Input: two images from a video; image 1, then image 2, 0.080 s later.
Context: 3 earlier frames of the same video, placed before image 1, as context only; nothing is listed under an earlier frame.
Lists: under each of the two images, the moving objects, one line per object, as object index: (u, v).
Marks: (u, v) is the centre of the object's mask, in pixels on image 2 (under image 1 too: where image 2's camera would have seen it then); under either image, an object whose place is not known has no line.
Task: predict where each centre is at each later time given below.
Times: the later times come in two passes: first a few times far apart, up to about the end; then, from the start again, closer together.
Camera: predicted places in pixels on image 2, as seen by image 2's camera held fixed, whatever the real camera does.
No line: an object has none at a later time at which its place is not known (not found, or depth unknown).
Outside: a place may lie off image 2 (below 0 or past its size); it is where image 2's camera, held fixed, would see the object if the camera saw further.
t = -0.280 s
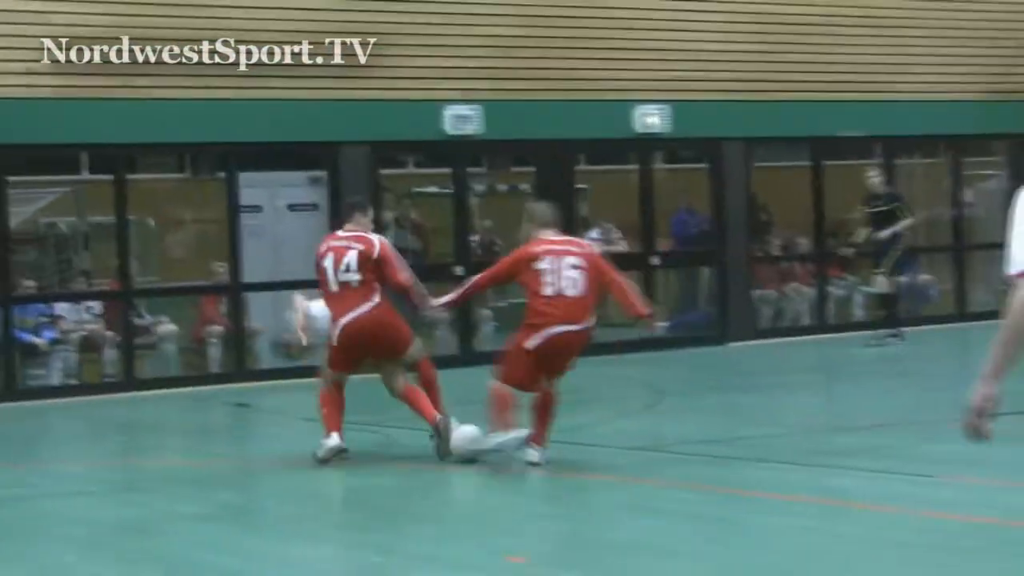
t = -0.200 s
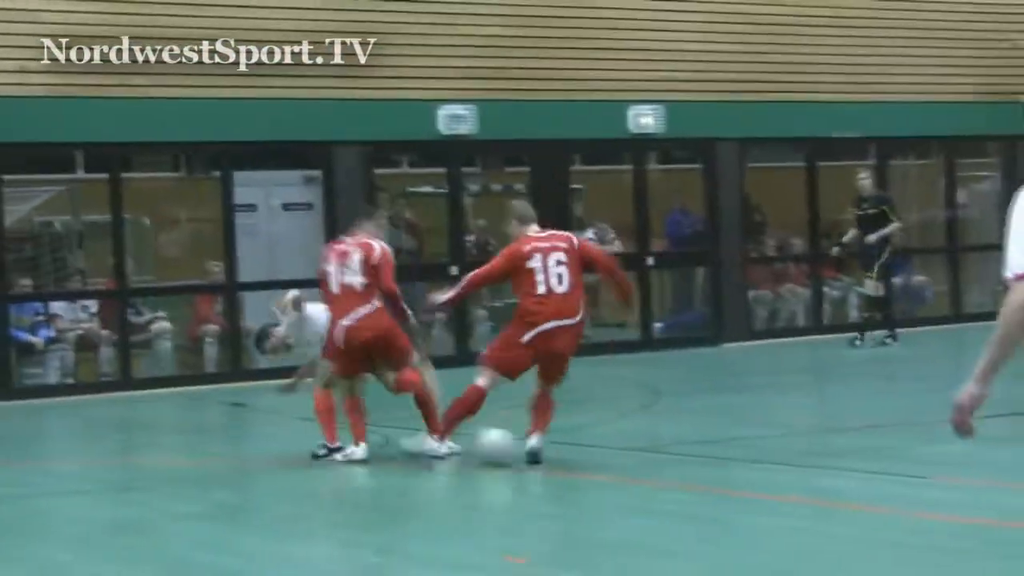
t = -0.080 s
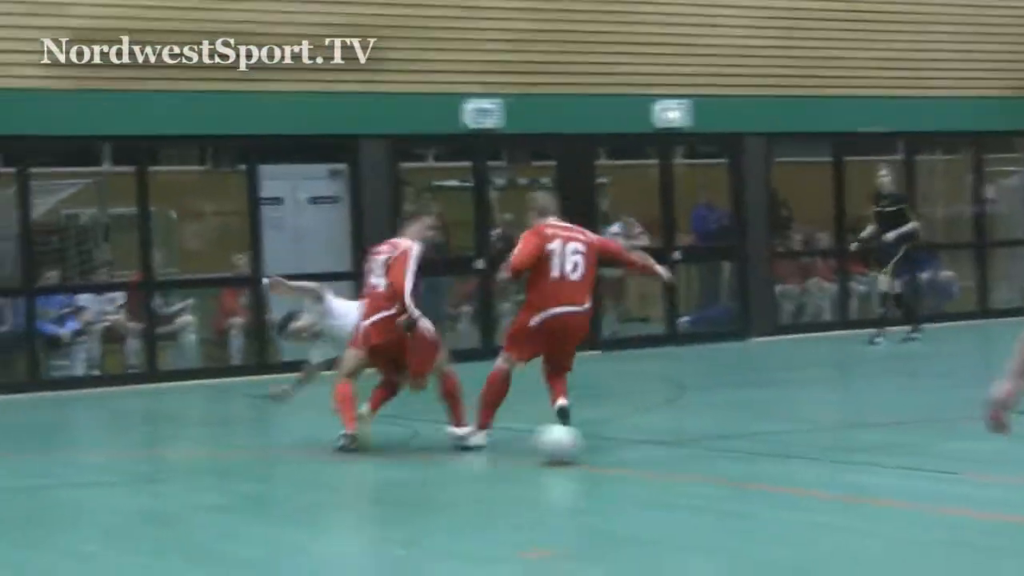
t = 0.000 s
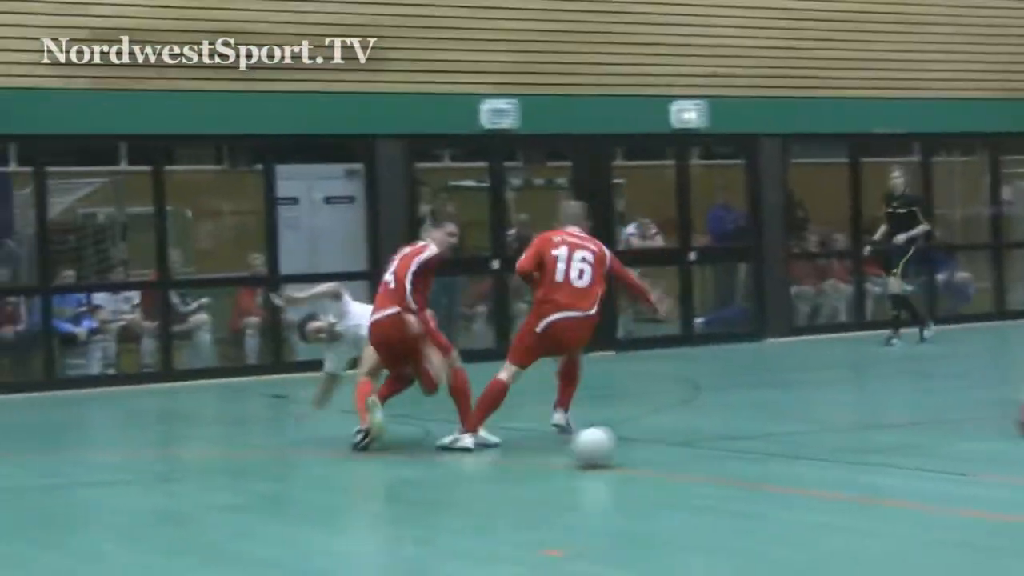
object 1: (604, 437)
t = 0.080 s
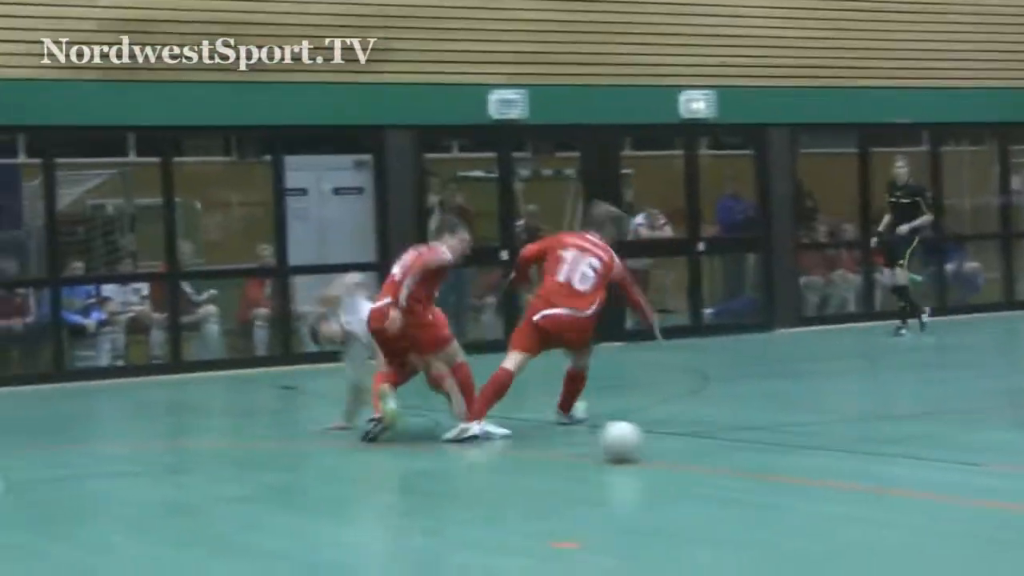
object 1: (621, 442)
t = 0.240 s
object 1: (658, 444)
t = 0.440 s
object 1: (702, 454)
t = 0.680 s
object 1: (762, 463)
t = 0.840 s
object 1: (801, 470)
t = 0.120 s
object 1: (630, 442)
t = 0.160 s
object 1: (641, 443)
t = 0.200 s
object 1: (649, 444)
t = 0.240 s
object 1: (658, 444)
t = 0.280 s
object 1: (666, 448)
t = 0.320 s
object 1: (675, 448)
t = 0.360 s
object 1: (685, 450)
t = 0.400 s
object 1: (695, 452)
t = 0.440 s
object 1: (702, 454)
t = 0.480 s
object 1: (709, 455)
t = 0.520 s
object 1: (720, 457)
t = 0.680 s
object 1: (762, 463)
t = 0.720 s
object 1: (772, 464)
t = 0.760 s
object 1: (784, 466)
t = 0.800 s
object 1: (794, 468)
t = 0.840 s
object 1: (801, 470)
